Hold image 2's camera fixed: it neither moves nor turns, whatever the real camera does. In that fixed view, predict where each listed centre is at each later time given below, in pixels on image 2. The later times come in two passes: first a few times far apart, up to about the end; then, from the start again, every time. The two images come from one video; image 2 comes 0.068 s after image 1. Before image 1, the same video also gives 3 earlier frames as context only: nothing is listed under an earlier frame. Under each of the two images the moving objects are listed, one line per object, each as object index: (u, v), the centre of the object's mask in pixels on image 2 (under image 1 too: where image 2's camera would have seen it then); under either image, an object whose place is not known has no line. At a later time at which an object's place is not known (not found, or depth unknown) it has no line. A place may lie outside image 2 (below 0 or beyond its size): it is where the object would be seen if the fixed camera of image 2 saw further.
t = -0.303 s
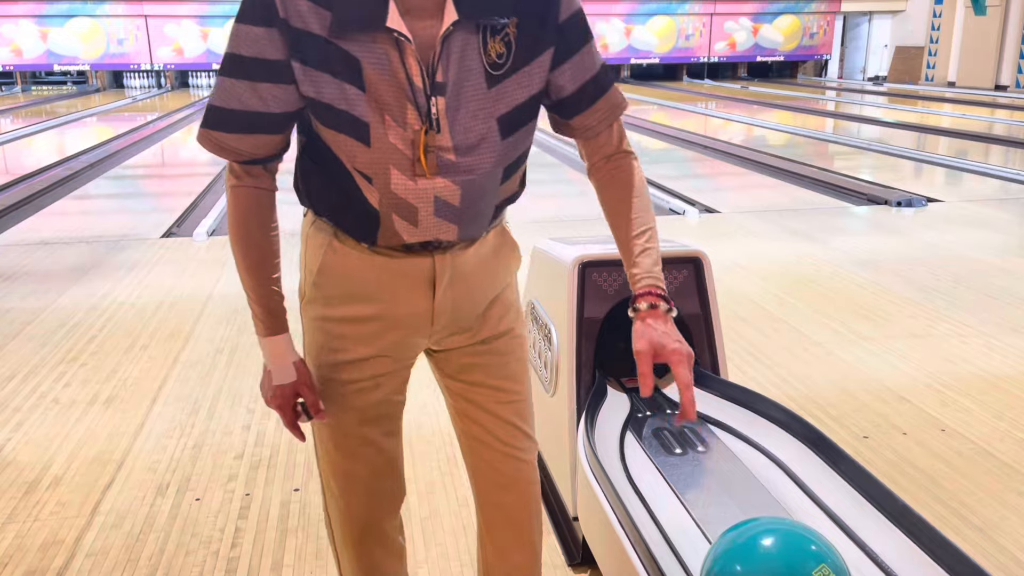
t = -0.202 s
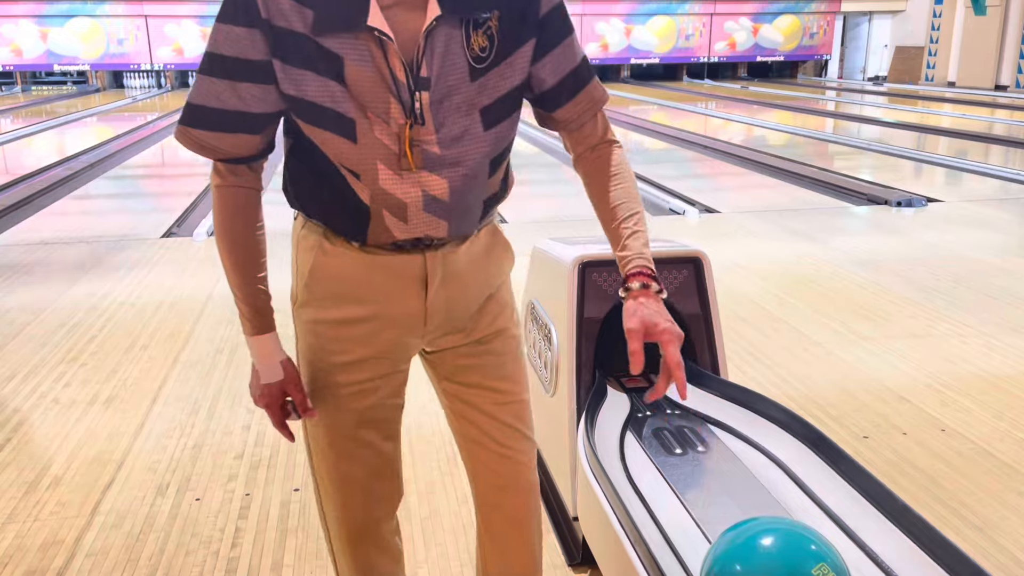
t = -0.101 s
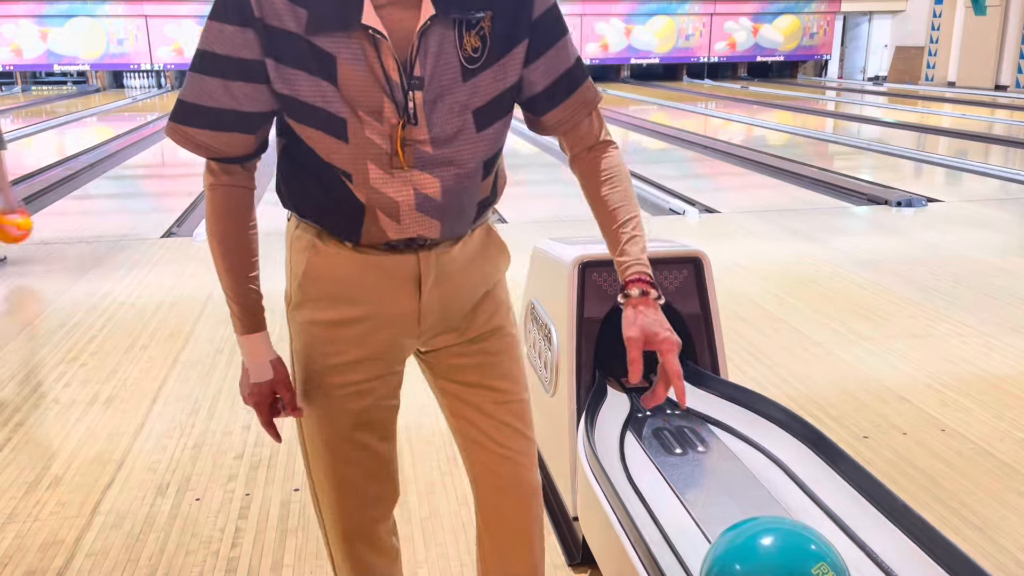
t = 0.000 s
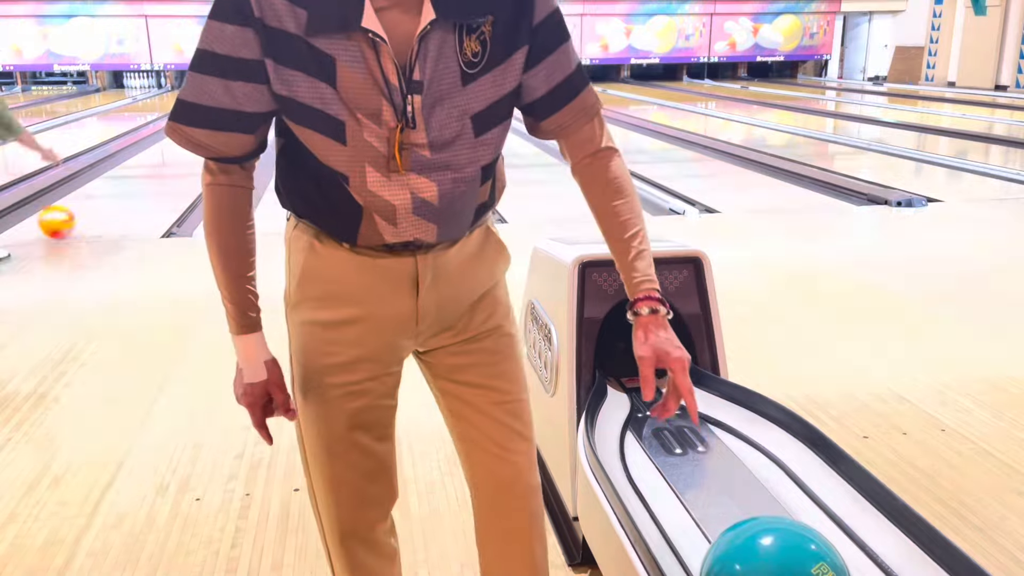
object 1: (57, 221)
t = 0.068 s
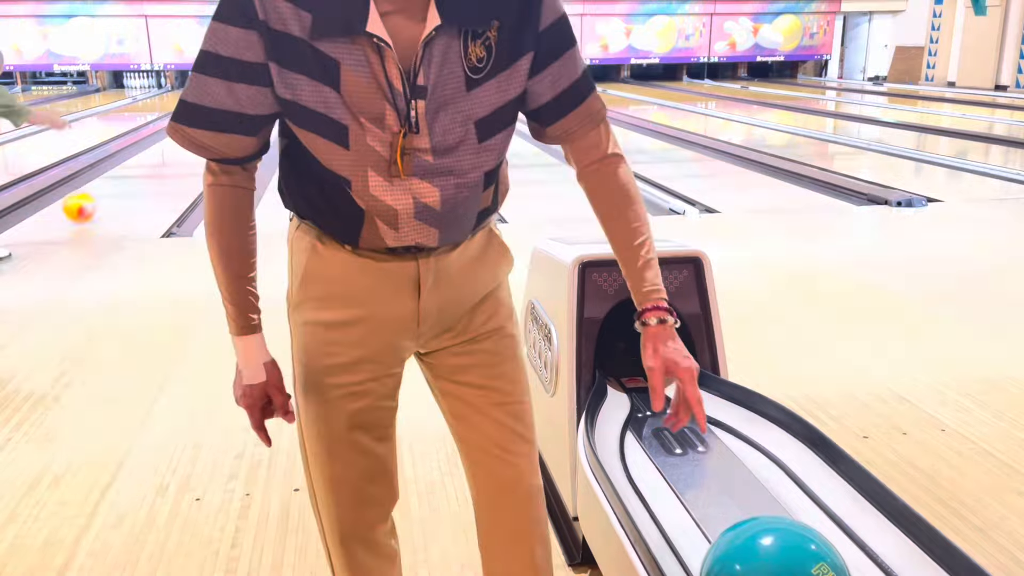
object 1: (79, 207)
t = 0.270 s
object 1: (132, 179)
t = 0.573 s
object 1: (181, 149)
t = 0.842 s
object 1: (211, 132)
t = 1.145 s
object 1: (234, 118)
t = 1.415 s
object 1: (249, 109)
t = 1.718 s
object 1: (264, 99)
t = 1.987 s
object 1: (272, 94)
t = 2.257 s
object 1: (279, 89)
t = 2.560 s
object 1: (285, 85)
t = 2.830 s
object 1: (289, 82)
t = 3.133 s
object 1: (289, 85)
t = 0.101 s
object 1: (90, 202)
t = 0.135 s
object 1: (99, 198)
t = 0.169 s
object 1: (108, 193)
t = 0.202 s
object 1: (117, 188)
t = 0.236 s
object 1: (124, 184)
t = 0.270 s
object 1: (132, 179)
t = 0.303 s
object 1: (139, 175)
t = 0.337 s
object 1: (145, 171)
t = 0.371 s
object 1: (151, 167)
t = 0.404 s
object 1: (157, 164)
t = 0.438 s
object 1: (163, 161)
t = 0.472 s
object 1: (168, 158)
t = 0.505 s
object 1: (172, 155)
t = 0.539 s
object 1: (177, 152)
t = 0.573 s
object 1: (181, 149)
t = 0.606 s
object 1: (186, 146)
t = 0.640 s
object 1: (189, 143)
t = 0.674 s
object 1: (194, 141)
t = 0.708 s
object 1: (198, 139)
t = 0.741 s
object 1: (200, 137)
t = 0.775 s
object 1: (204, 135)
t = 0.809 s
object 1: (208, 134)
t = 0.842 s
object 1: (211, 132)
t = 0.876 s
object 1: (214, 130)
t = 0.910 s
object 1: (217, 128)
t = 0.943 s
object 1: (220, 127)
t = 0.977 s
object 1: (222, 125)
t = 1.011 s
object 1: (225, 123)
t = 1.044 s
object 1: (228, 122)
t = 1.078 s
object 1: (230, 121)
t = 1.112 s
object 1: (231, 120)
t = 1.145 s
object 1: (234, 118)
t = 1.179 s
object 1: (237, 116)
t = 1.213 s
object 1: (238, 115)
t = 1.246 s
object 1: (240, 114)
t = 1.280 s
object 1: (242, 113)
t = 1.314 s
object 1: (245, 111)
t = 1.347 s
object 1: (246, 110)
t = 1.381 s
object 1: (248, 109)
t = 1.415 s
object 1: (249, 109)
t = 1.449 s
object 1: (251, 107)
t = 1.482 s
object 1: (253, 106)
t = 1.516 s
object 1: (254, 105)
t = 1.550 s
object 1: (257, 103)
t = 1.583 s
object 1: (258, 102)
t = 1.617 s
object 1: (260, 101)
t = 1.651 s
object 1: (261, 100)
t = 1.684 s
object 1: (262, 100)
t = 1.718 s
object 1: (264, 99)
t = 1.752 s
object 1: (265, 98)
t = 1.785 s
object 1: (267, 98)
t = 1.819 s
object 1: (267, 97)
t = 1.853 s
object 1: (269, 96)
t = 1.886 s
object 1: (270, 95)
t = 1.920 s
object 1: (271, 94)
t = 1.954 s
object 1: (271, 94)
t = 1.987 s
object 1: (272, 94)
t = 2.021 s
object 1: (274, 93)
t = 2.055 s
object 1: (275, 93)
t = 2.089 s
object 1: (275, 92)
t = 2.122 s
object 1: (276, 92)
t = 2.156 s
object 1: (277, 91)
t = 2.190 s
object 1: (278, 91)
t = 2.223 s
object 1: (279, 90)
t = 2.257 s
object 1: (279, 89)
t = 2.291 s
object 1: (280, 89)
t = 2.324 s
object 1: (281, 88)
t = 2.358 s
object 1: (282, 88)
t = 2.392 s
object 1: (283, 87)
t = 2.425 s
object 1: (283, 87)
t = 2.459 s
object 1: (284, 86)
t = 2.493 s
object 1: (284, 86)
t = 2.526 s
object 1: (285, 86)
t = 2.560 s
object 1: (285, 85)
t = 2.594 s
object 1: (286, 85)
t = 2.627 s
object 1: (287, 85)
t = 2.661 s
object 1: (287, 84)
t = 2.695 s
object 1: (288, 84)
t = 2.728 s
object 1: (288, 83)
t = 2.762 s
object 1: (289, 83)
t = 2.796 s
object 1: (289, 82)
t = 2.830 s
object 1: (289, 82)
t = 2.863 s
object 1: (290, 82)
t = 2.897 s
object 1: (290, 81)
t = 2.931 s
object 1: (290, 81)
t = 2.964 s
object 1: (291, 81)
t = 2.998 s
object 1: (291, 81)
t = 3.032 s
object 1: (291, 82)
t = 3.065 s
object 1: (291, 82)
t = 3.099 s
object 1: (290, 84)
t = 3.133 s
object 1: (289, 85)
